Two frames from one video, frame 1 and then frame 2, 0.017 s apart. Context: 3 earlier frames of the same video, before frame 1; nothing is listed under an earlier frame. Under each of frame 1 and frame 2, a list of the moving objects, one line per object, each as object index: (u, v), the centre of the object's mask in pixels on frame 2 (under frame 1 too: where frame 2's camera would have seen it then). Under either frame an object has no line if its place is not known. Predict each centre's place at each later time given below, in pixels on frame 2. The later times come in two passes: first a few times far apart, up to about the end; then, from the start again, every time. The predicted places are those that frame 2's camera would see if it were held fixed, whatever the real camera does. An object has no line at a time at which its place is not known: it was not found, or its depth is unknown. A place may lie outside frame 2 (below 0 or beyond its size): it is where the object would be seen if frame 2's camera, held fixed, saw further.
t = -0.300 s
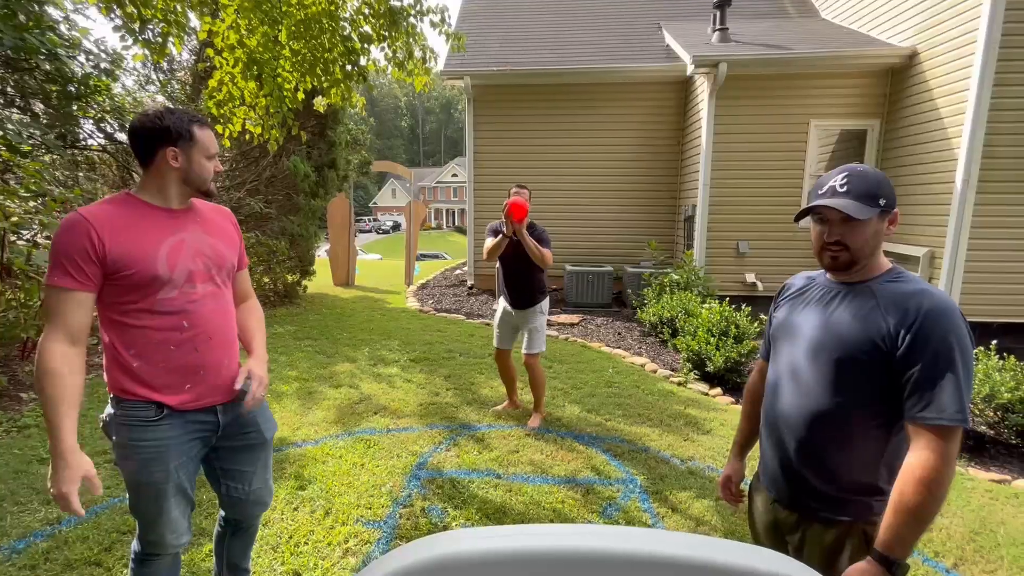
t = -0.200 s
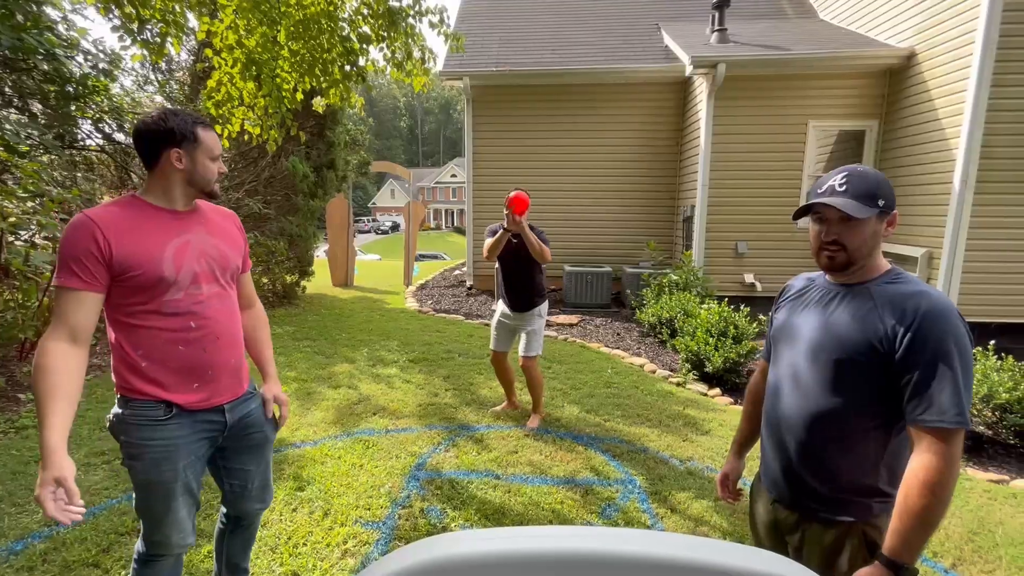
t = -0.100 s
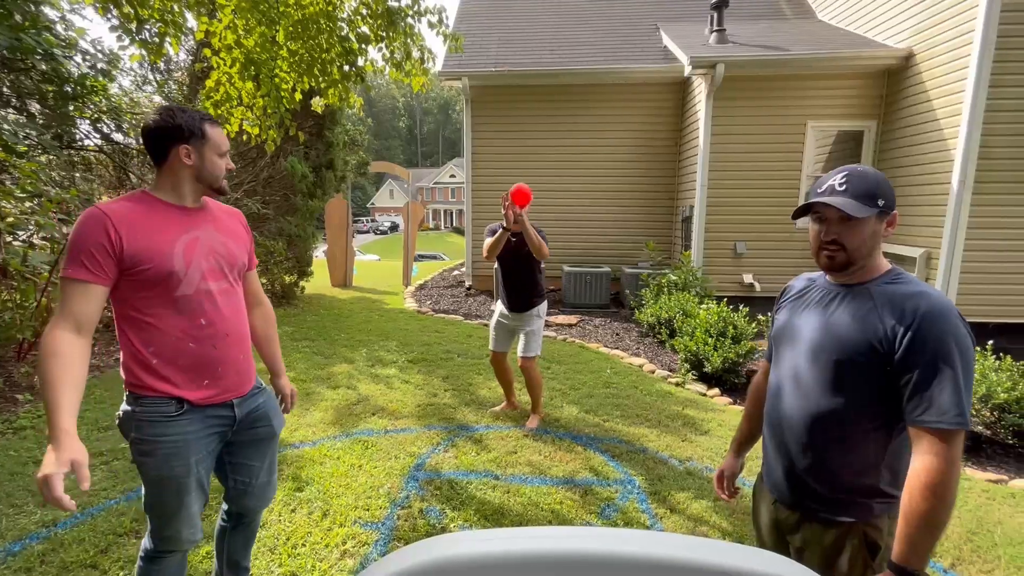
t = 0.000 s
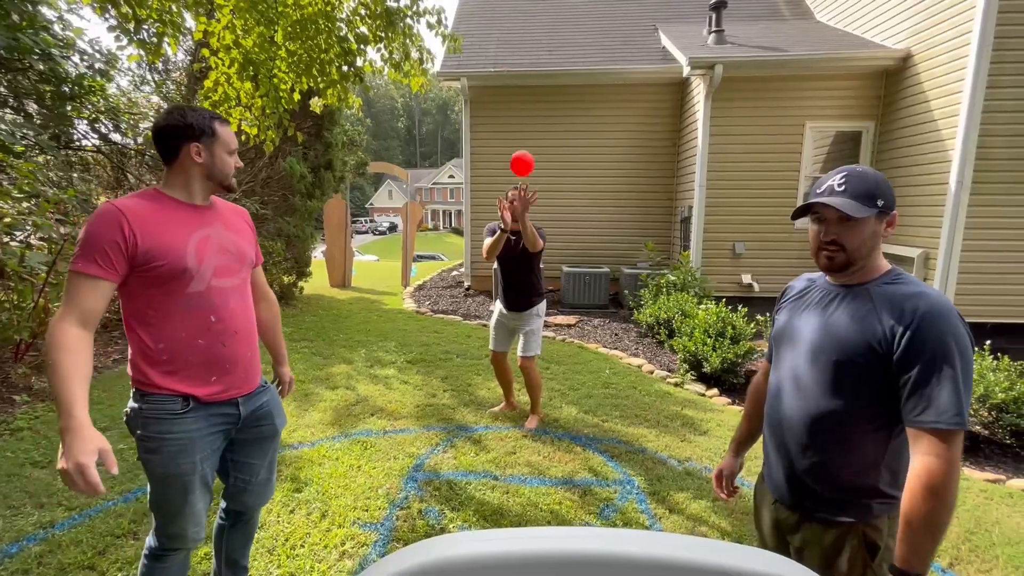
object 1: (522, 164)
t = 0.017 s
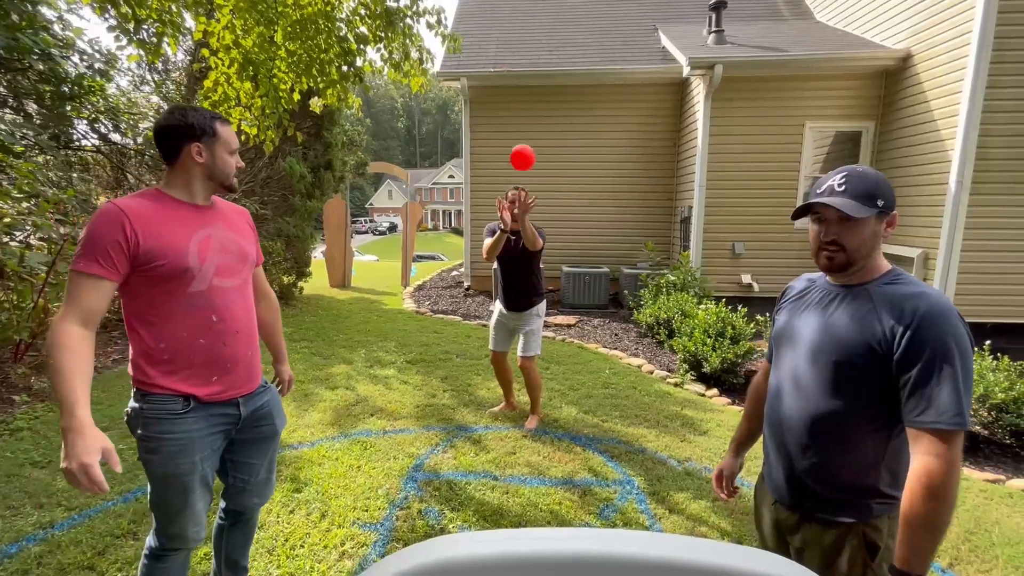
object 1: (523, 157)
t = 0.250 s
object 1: (529, 101)
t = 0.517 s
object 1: (557, 318)
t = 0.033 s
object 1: (523, 152)
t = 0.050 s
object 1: (524, 146)
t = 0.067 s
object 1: (524, 141)
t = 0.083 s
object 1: (524, 135)
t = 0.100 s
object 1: (525, 131)
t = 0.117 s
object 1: (525, 126)
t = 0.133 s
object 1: (526, 122)
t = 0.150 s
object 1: (526, 117)
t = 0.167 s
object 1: (527, 113)
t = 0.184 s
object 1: (527, 110)
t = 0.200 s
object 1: (528, 107)
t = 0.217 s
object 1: (528, 104)
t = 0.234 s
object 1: (529, 103)
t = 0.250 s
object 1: (529, 101)
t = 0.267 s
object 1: (530, 101)
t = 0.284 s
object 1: (531, 102)
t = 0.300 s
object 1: (531, 103)
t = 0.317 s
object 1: (533, 106)
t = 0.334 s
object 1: (534, 110)
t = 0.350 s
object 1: (535, 116)
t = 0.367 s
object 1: (536, 123)
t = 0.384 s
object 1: (538, 132)
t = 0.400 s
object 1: (539, 142)
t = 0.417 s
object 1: (541, 156)
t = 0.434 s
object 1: (543, 172)
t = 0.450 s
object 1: (545, 191)
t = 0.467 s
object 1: (547, 214)
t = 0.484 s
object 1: (550, 242)
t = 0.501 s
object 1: (553, 275)
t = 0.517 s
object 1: (557, 318)
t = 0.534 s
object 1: (560, 372)
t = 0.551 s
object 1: (566, 435)
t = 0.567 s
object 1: (570, 496)
